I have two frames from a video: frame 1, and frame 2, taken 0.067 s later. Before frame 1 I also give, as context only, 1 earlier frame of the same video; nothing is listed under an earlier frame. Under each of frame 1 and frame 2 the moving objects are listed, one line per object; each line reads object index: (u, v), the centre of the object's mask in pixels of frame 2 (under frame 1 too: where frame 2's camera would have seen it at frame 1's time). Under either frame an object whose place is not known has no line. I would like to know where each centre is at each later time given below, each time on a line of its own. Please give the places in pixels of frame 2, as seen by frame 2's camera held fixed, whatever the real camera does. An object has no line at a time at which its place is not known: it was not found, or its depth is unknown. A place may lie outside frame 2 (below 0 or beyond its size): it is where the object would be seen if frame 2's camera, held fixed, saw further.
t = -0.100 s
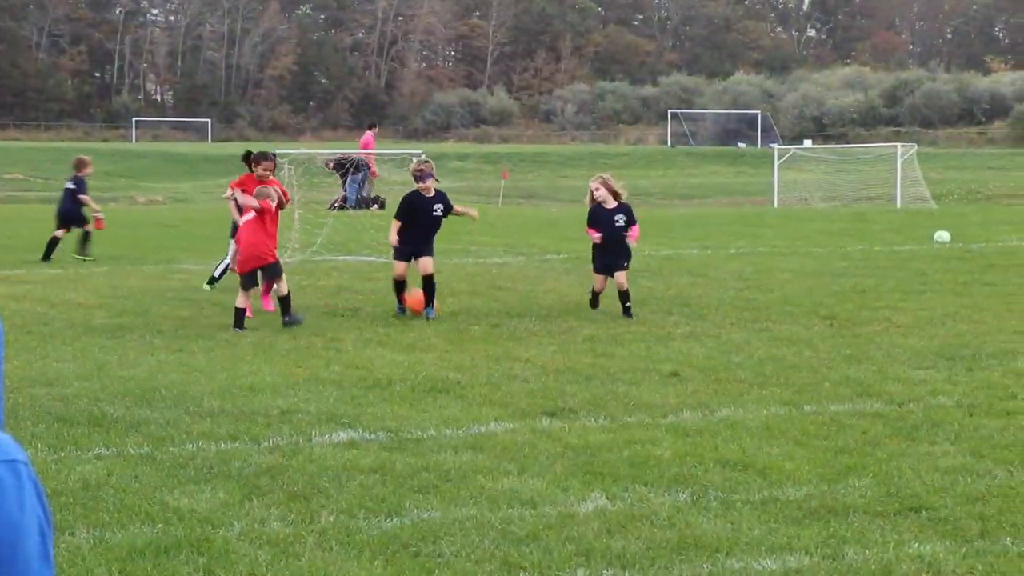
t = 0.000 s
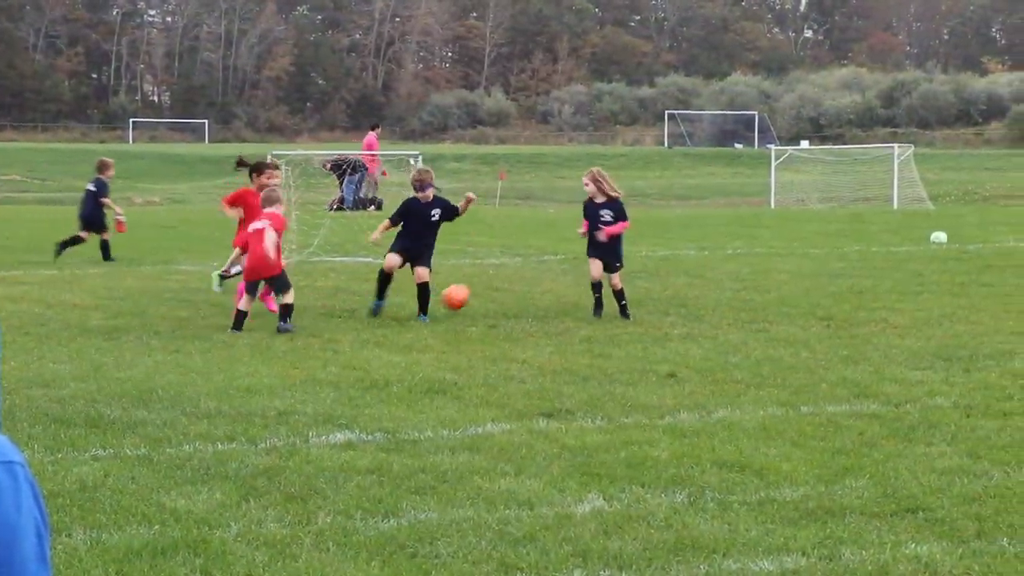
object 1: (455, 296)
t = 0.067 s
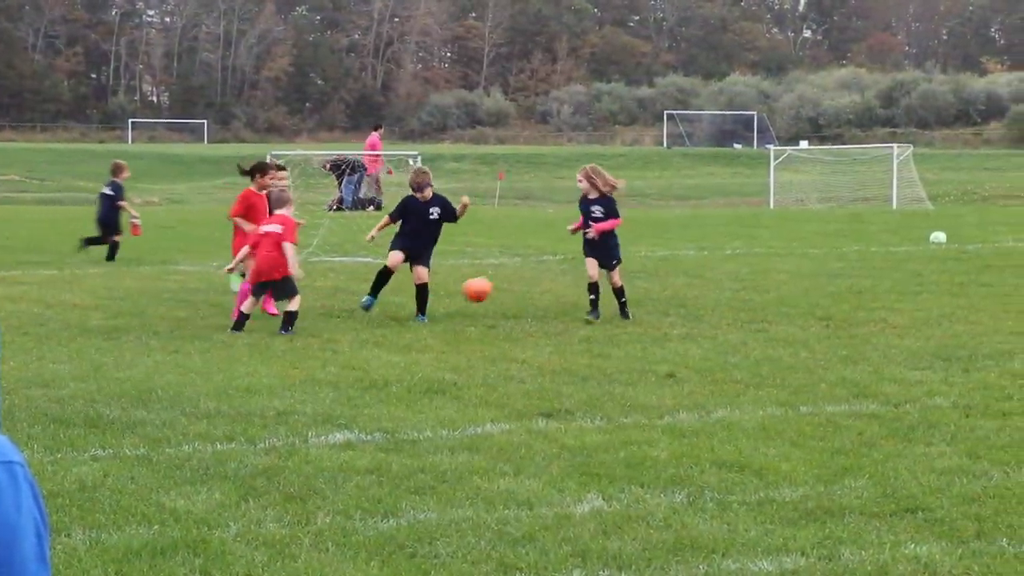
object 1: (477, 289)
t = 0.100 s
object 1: (488, 287)
